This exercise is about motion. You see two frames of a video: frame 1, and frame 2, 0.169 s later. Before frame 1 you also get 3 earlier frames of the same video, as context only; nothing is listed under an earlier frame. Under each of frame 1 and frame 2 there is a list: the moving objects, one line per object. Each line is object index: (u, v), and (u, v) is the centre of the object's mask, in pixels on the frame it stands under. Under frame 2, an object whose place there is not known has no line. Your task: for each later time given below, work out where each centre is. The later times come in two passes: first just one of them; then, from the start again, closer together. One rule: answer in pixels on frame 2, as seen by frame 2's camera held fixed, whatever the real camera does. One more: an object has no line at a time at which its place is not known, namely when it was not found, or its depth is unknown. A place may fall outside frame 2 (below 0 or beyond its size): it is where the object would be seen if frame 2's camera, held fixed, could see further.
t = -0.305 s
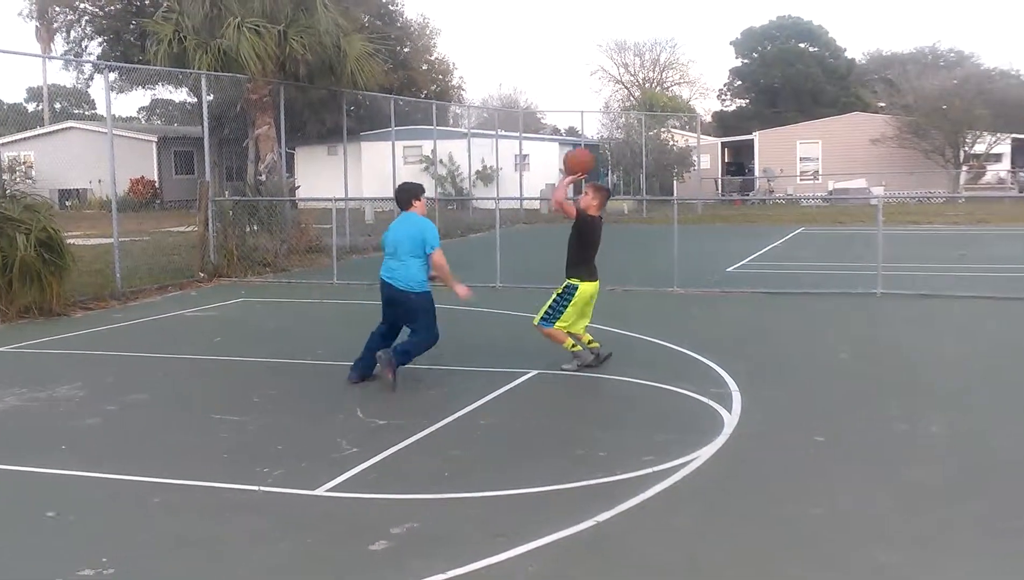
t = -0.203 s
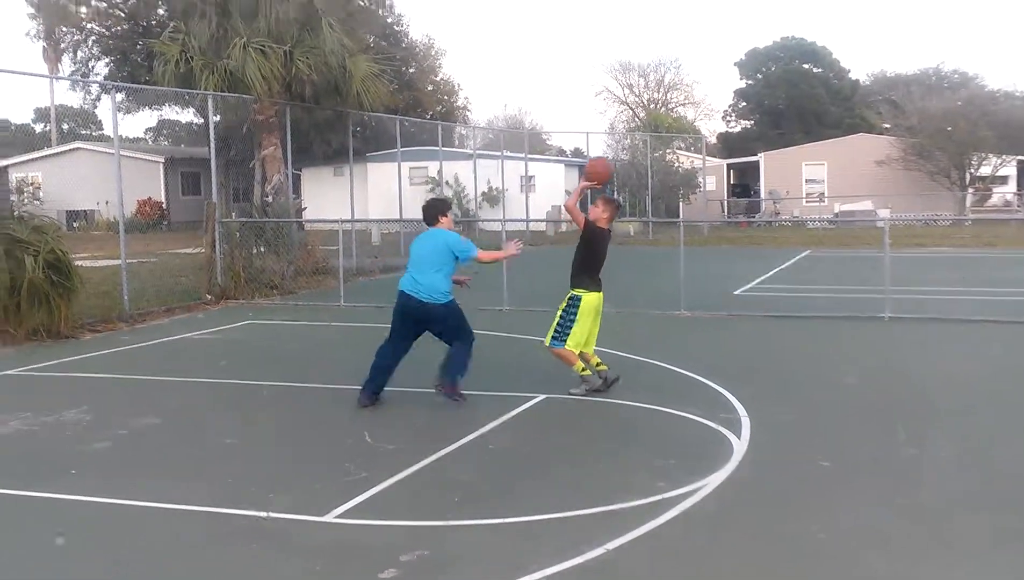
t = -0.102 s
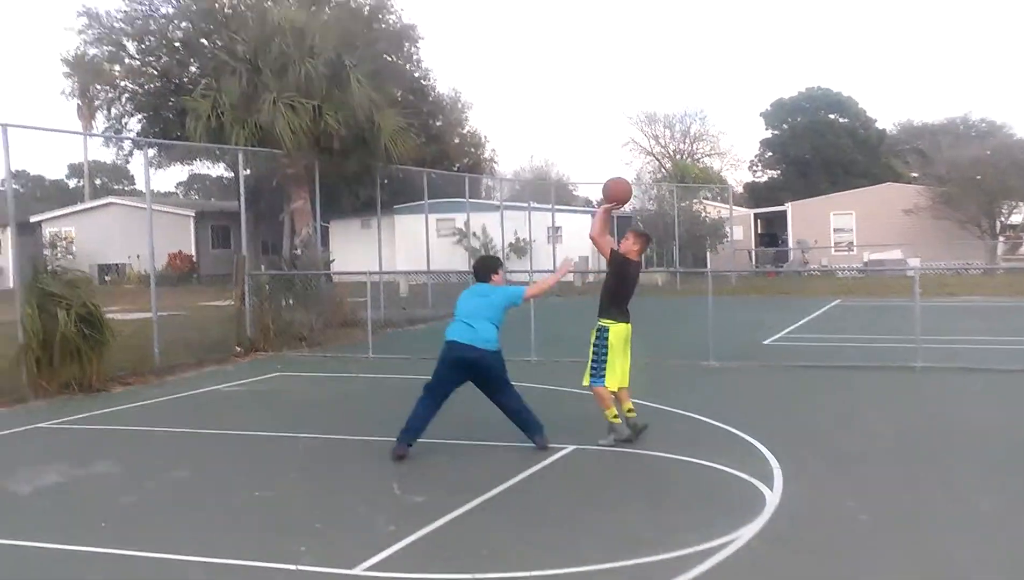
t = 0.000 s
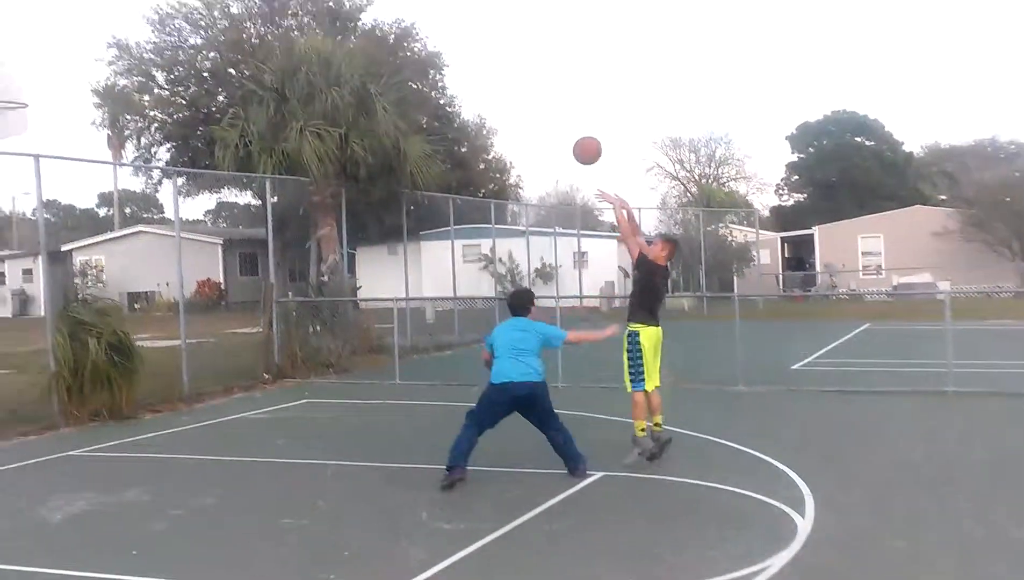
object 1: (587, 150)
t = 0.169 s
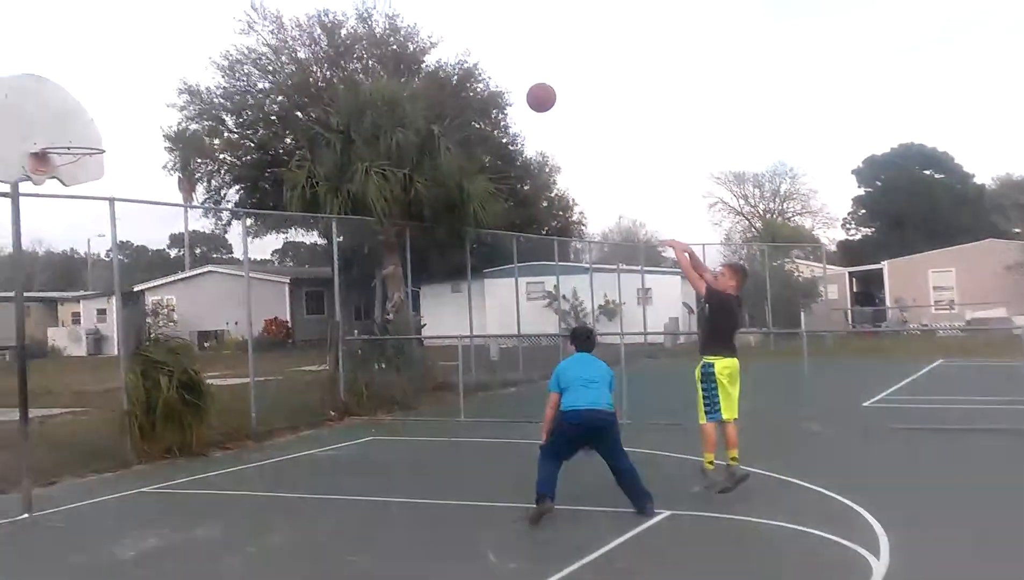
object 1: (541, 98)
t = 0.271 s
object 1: (478, 62)
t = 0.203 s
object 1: (520, 84)
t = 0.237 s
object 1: (499, 73)
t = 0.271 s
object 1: (478, 62)
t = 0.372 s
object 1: (422, 41)
